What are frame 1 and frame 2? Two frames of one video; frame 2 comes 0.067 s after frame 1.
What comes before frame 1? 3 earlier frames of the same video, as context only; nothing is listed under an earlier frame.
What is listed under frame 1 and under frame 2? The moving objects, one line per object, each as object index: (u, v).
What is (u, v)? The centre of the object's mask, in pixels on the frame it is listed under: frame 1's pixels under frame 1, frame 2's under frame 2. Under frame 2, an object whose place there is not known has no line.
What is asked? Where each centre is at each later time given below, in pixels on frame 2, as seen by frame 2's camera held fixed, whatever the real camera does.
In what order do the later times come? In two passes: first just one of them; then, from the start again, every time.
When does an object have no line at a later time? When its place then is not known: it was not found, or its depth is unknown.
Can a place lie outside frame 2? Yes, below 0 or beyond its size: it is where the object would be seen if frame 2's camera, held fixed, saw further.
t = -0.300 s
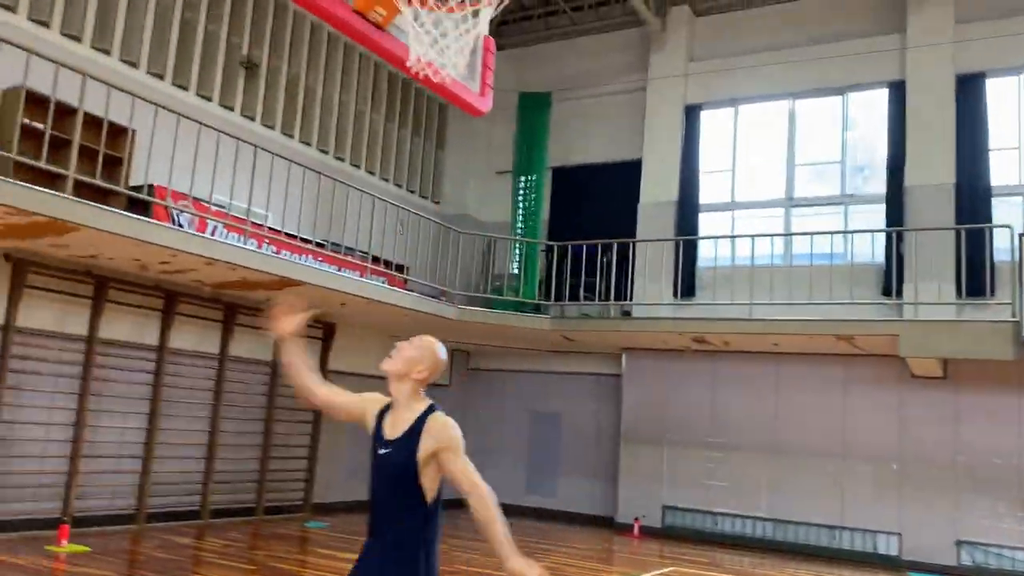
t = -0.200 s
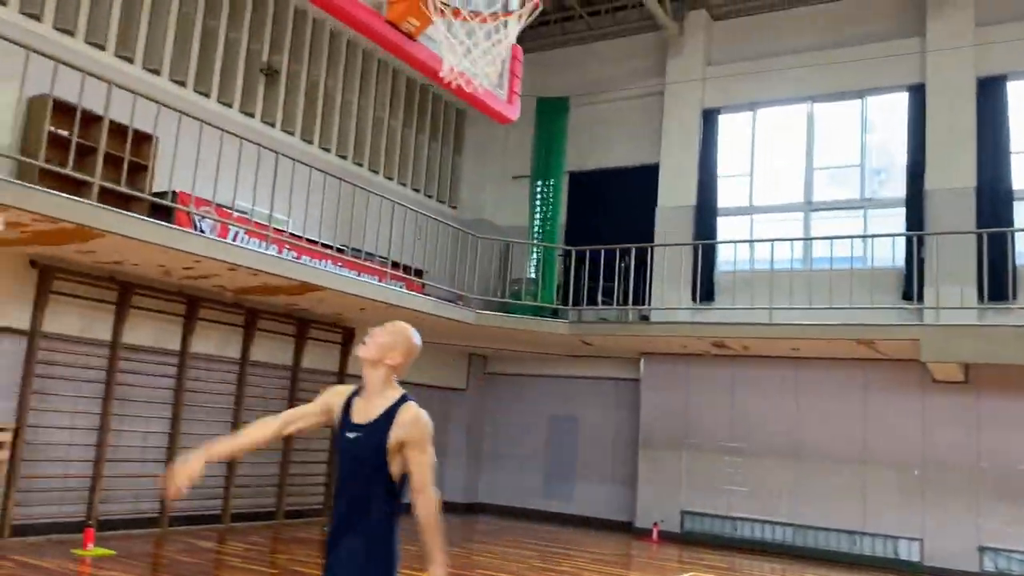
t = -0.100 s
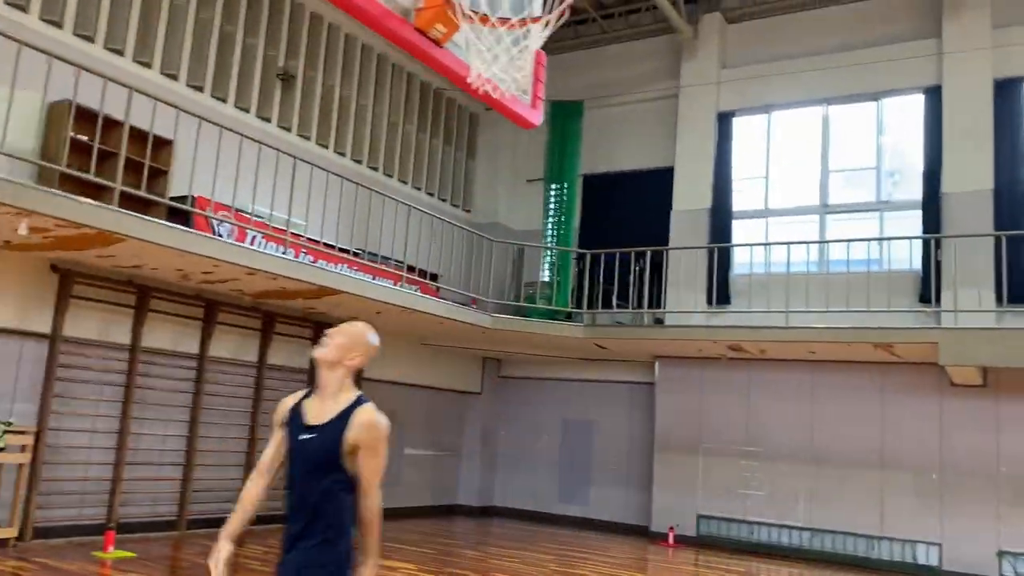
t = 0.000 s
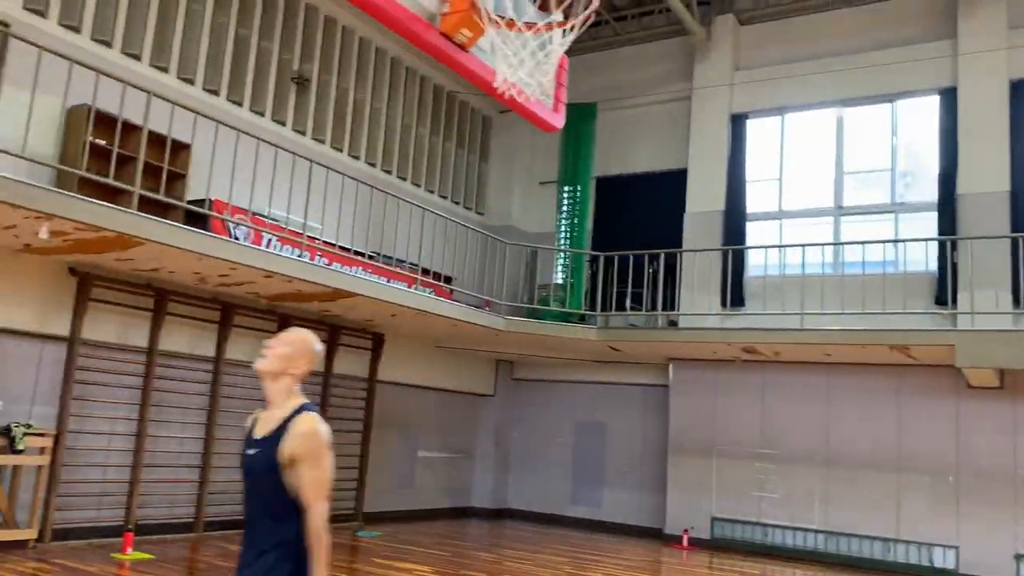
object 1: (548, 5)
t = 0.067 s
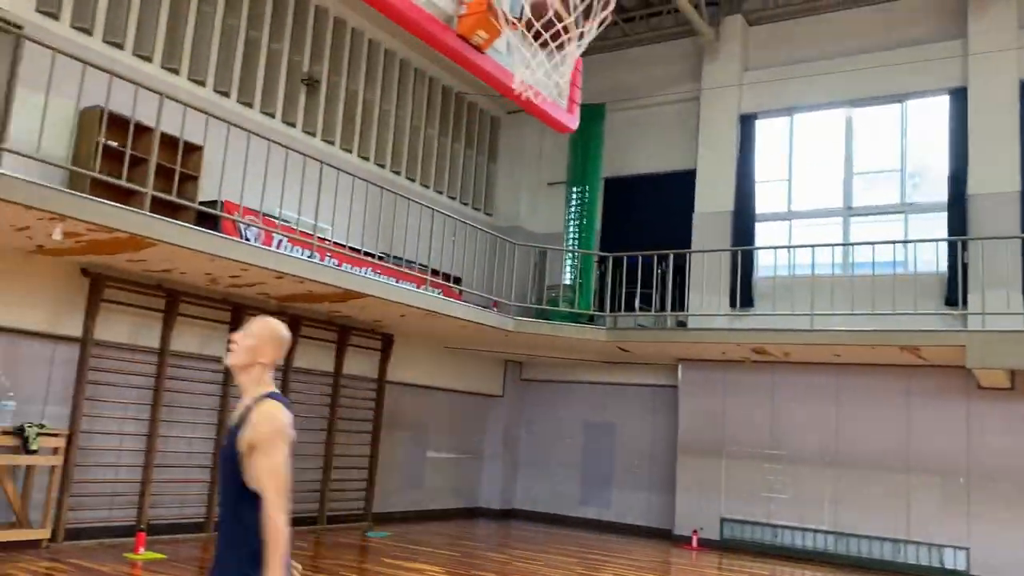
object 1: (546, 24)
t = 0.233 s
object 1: (522, 128)
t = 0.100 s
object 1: (541, 46)
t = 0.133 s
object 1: (535, 66)
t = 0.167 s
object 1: (530, 88)
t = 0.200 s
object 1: (525, 105)
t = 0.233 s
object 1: (522, 128)
